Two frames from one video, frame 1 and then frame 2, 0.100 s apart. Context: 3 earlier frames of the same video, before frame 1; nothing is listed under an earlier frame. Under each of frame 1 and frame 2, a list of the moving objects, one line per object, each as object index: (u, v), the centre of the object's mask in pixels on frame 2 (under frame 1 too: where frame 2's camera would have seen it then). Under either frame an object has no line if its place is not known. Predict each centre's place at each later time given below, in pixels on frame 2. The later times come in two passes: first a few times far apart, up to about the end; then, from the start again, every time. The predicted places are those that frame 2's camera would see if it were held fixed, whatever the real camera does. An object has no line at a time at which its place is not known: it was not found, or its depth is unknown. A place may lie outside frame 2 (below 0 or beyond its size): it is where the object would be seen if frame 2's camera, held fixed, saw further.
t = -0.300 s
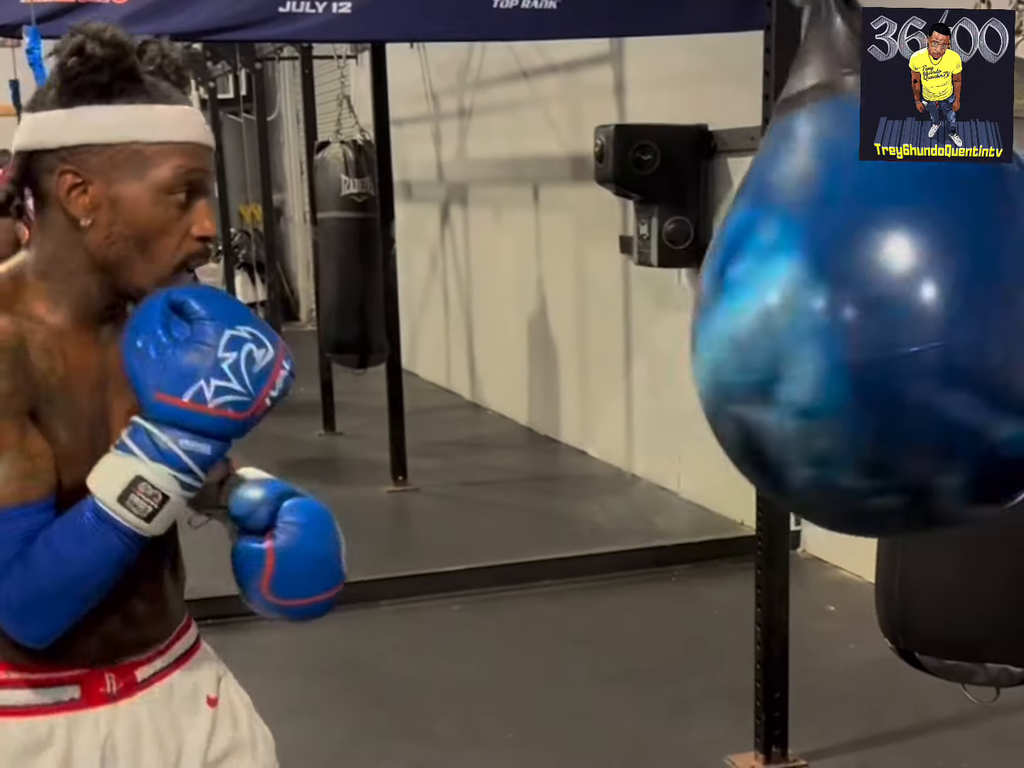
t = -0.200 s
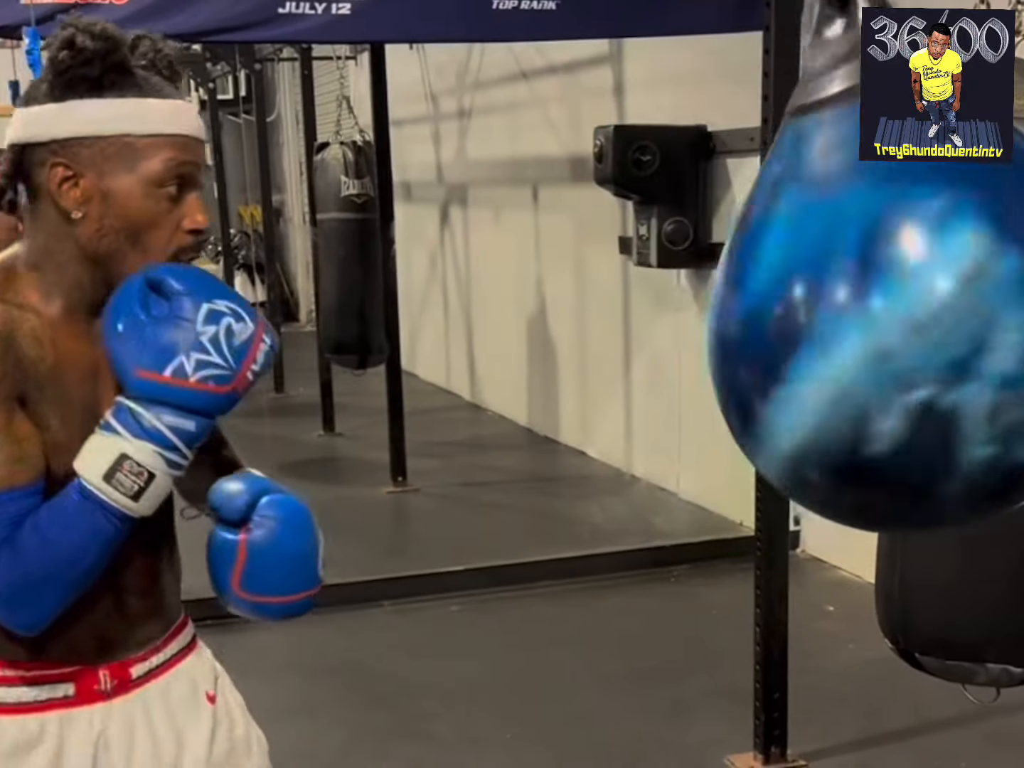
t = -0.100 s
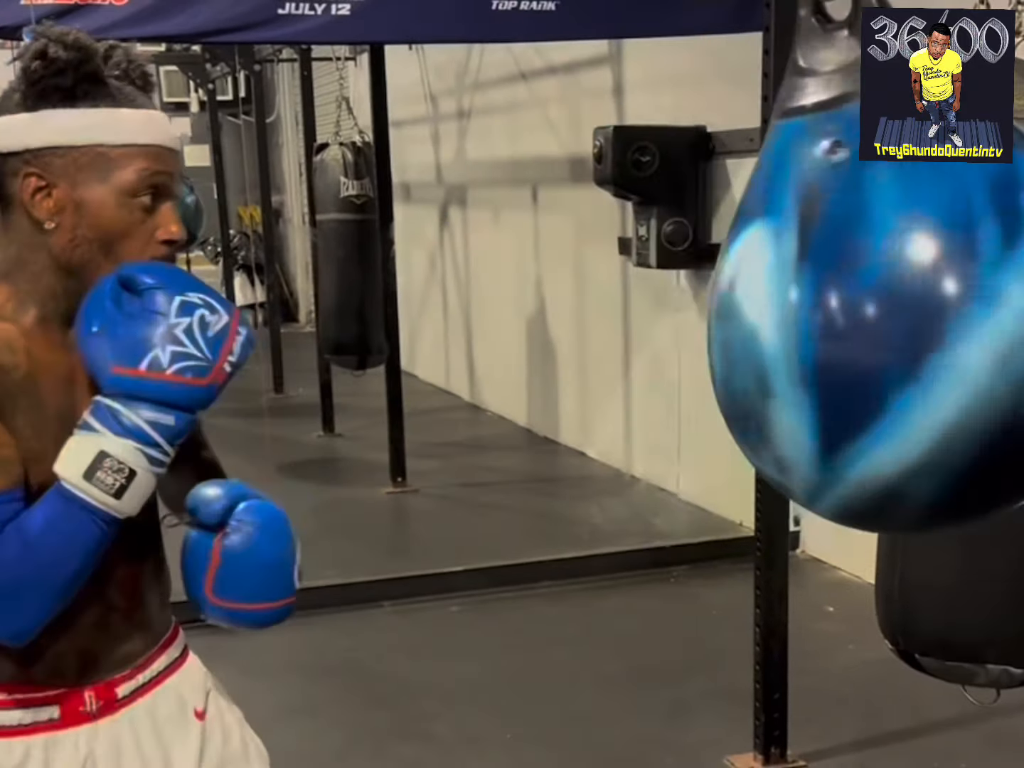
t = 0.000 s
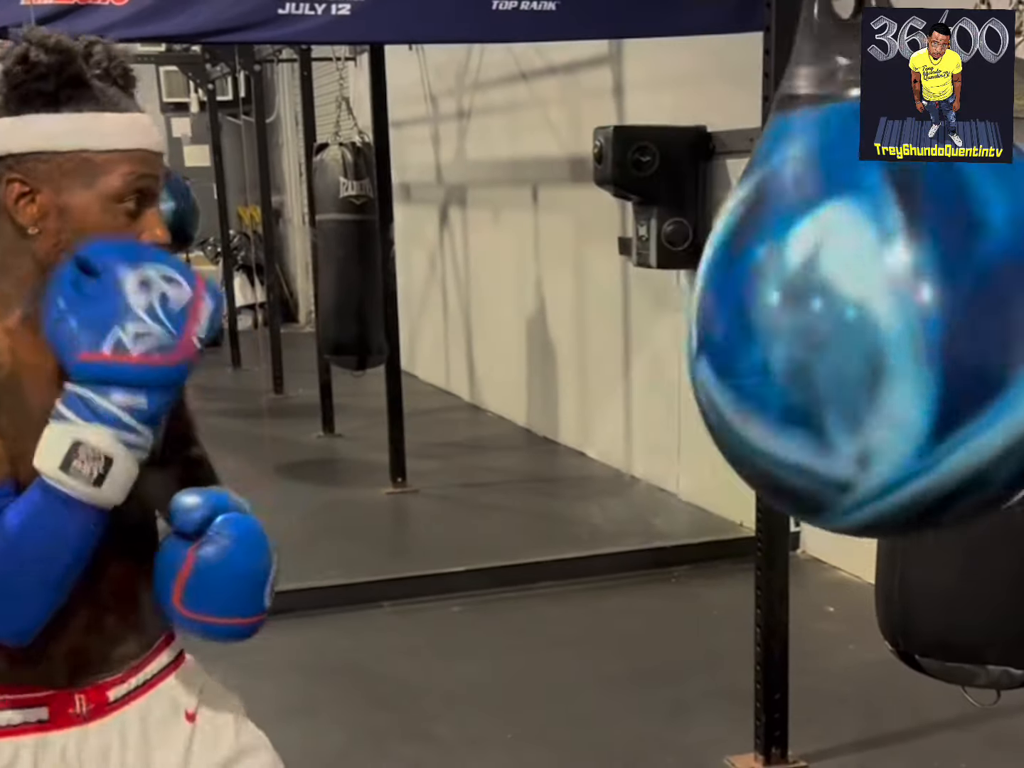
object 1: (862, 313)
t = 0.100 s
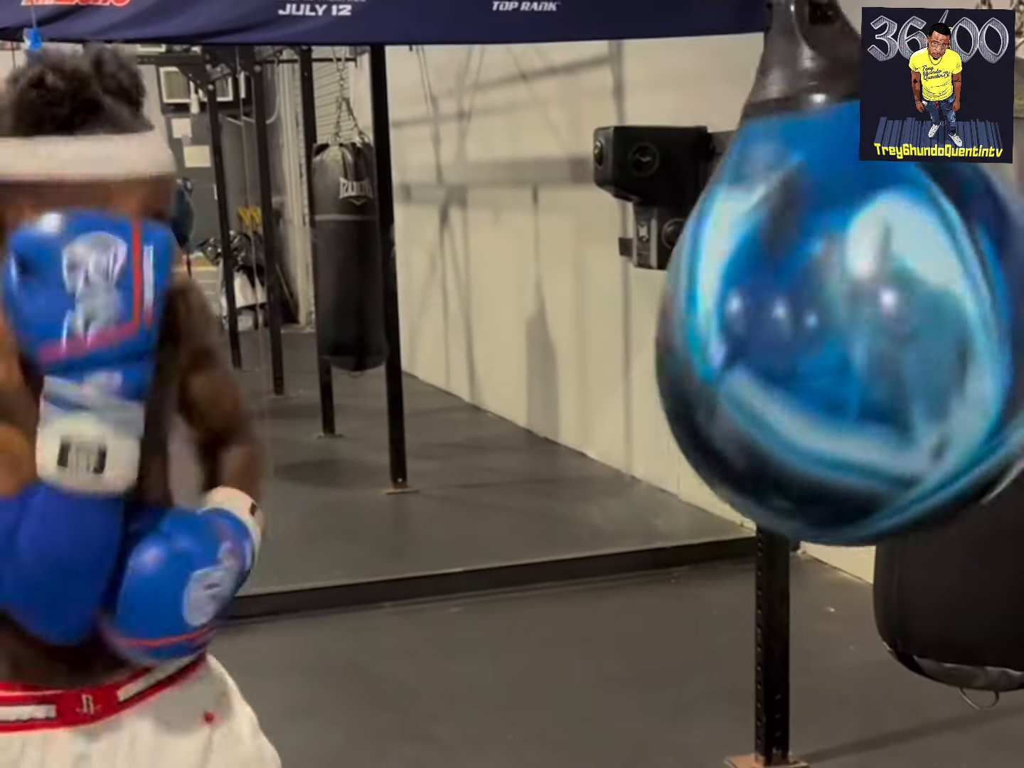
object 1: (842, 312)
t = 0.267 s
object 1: (770, 323)
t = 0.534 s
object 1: (614, 322)
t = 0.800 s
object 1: (531, 310)
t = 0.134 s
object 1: (833, 315)
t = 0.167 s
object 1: (823, 318)
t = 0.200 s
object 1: (806, 320)
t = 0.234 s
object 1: (789, 321)
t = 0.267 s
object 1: (770, 323)
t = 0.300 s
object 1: (750, 325)
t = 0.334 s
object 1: (730, 327)
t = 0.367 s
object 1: (708, 326)
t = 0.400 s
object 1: (687, 327)
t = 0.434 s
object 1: (667, 327)
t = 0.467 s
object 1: (647, 325)
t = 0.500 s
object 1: (631, 323)
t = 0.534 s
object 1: (614, 322)
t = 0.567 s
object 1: (597, 321)
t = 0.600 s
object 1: (582, 319)
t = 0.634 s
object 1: (568, 316)
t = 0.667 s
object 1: (558, 314)
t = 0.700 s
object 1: (548, 313)
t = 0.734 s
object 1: (540, 312)
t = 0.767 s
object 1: (534, 311)
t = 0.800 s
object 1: (531, 310)
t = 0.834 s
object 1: (529, 310)
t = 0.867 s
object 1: (529, 309)
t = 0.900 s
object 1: (531, 310)
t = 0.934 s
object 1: (535, 311)
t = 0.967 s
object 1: (542, 312)
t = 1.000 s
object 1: (550, 312)
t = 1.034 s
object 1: (560, 314)
